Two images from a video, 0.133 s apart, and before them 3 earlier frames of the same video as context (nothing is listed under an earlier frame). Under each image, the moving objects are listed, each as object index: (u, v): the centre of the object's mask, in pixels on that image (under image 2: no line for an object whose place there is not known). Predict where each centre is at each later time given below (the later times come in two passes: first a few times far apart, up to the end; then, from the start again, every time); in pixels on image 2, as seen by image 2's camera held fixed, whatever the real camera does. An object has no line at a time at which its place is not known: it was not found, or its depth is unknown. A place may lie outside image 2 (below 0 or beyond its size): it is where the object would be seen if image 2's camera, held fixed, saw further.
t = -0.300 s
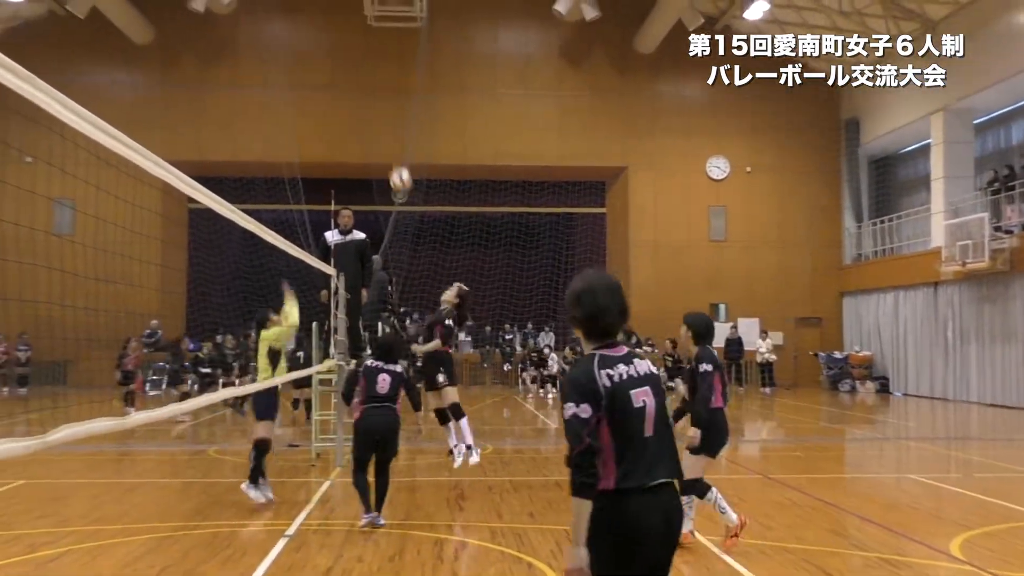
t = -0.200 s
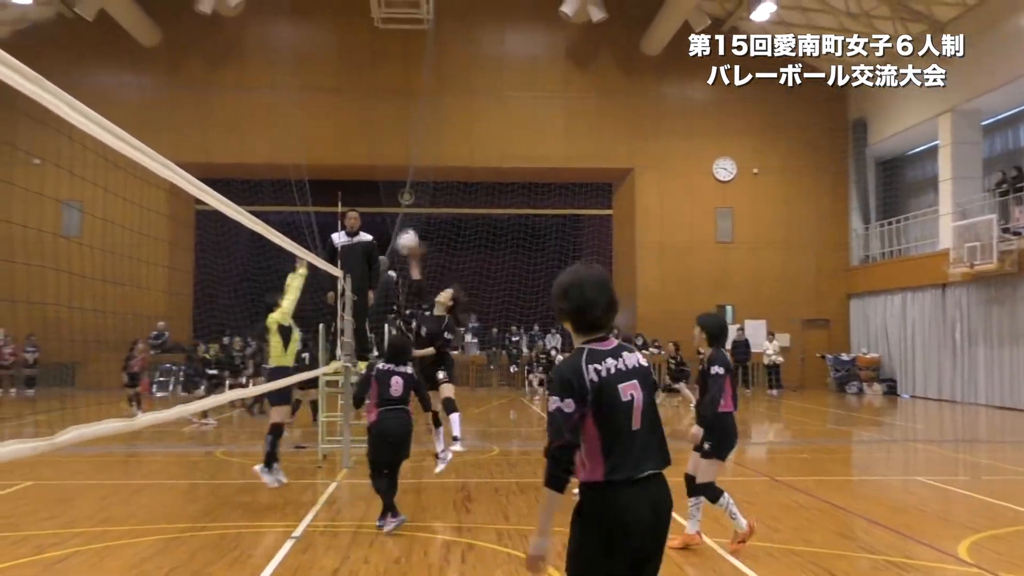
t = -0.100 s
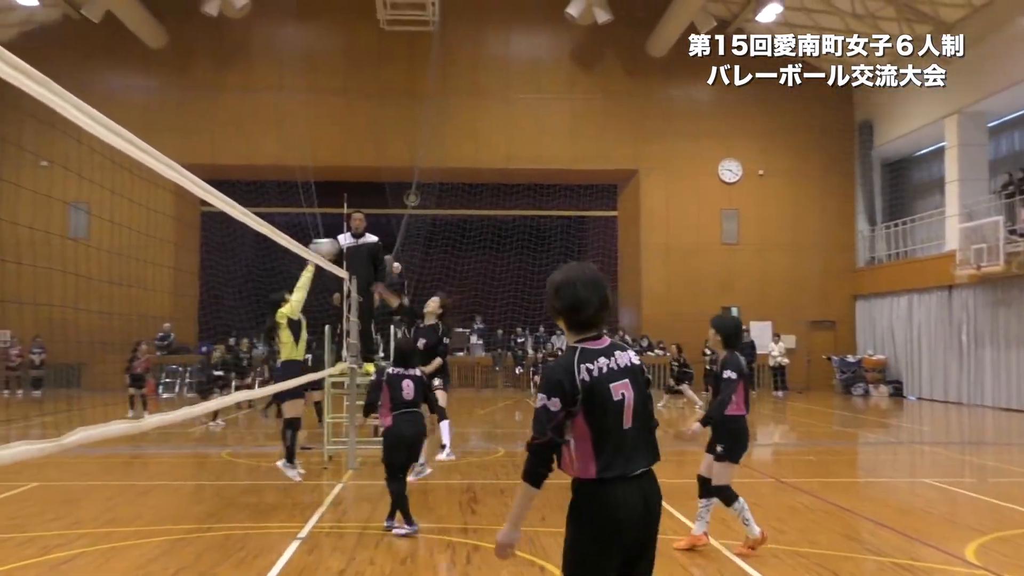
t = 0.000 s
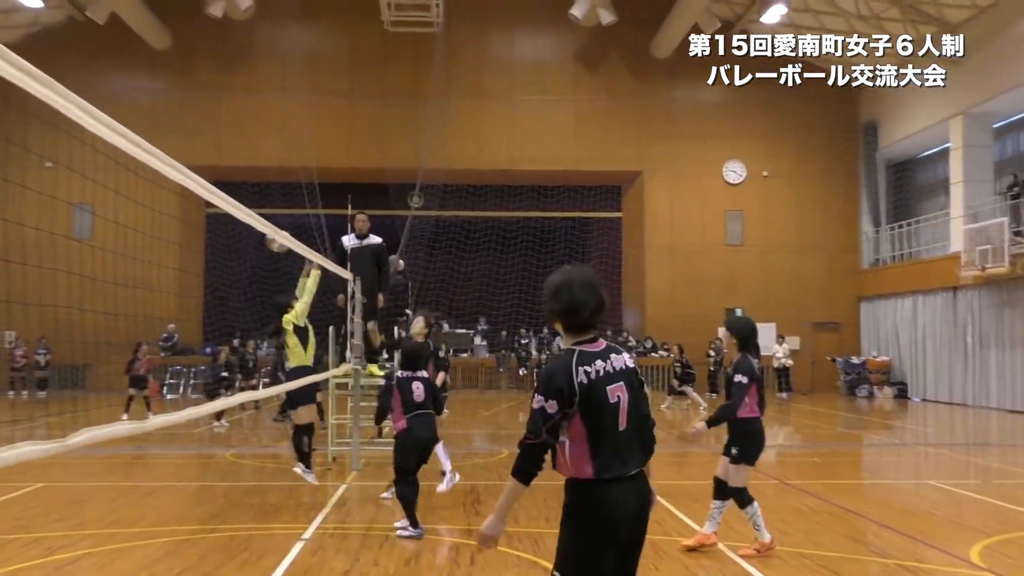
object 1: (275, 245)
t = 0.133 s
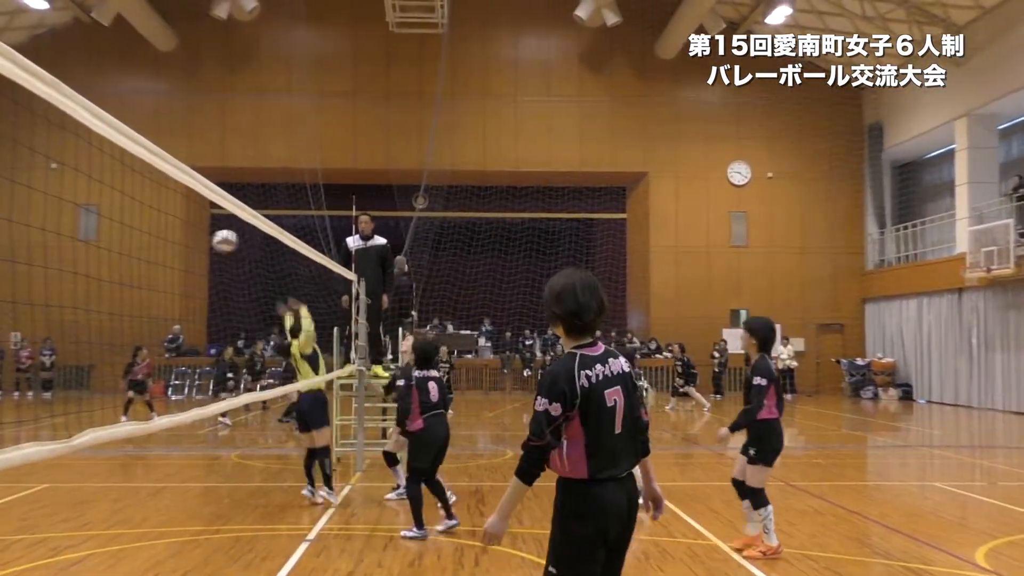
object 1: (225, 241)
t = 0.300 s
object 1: (150, 268)
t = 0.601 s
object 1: (5, 403)
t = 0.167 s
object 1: (210, 243)
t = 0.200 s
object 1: (195, 247)
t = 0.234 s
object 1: (180, 253)
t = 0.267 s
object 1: (165, 260)
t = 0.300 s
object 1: (150, 268)
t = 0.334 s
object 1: (134, 277)
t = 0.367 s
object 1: (118, 287)
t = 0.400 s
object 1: (102, 300)
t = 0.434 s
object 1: (86, 314)
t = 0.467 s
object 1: (70, 329)
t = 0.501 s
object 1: (54, 348)
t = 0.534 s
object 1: (39, 364)
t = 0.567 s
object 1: (22, 384)
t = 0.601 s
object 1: (5, 403)
